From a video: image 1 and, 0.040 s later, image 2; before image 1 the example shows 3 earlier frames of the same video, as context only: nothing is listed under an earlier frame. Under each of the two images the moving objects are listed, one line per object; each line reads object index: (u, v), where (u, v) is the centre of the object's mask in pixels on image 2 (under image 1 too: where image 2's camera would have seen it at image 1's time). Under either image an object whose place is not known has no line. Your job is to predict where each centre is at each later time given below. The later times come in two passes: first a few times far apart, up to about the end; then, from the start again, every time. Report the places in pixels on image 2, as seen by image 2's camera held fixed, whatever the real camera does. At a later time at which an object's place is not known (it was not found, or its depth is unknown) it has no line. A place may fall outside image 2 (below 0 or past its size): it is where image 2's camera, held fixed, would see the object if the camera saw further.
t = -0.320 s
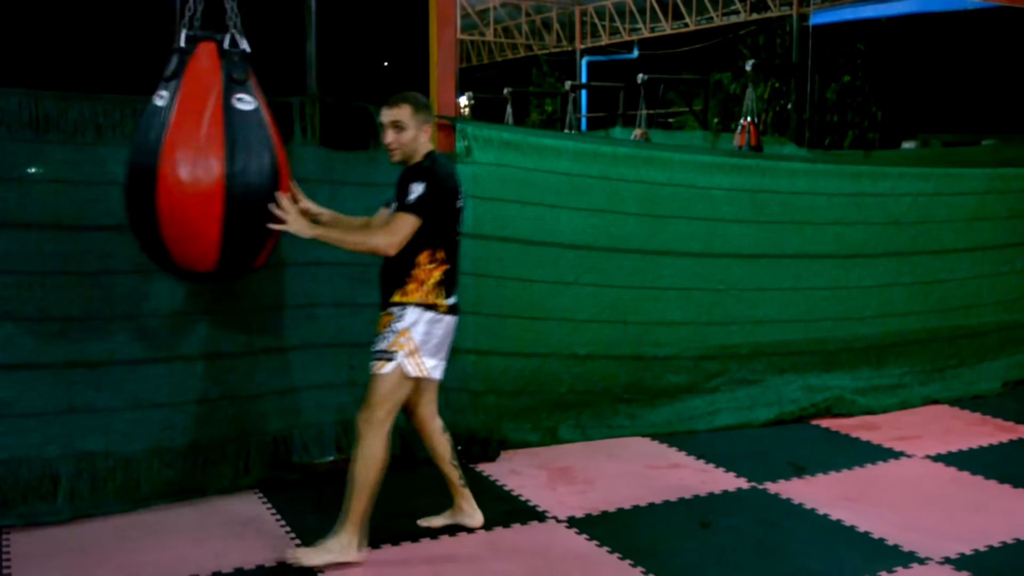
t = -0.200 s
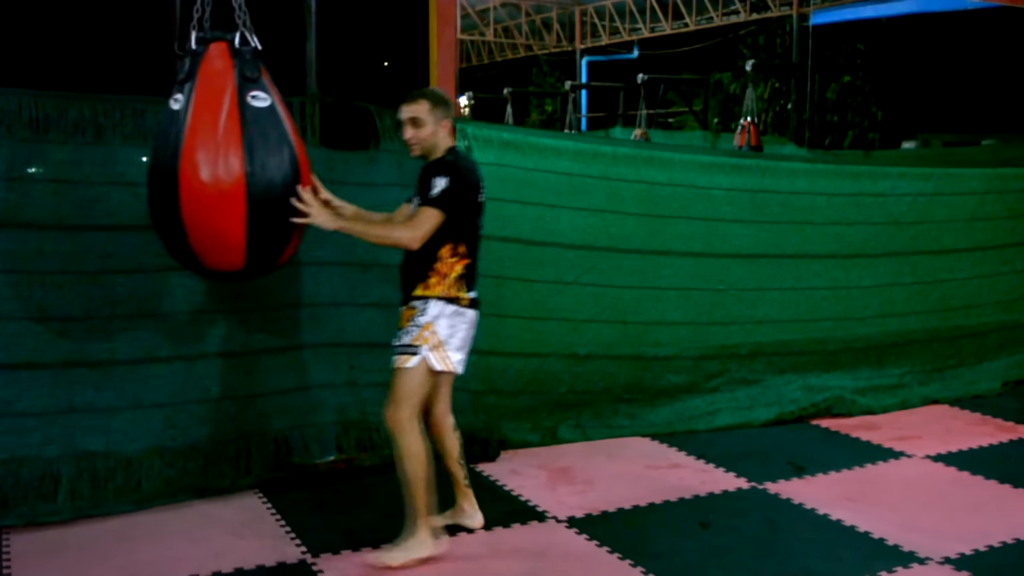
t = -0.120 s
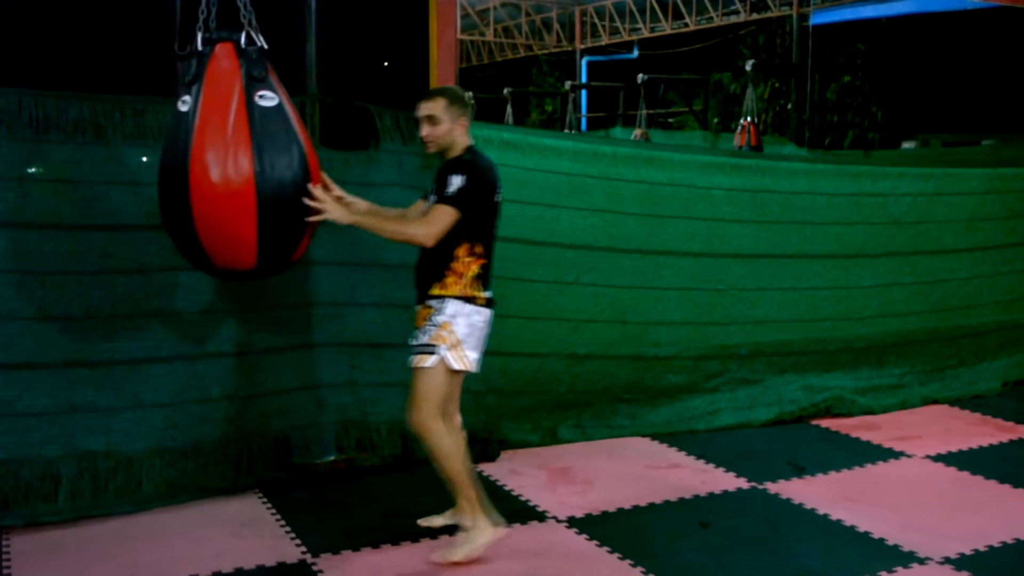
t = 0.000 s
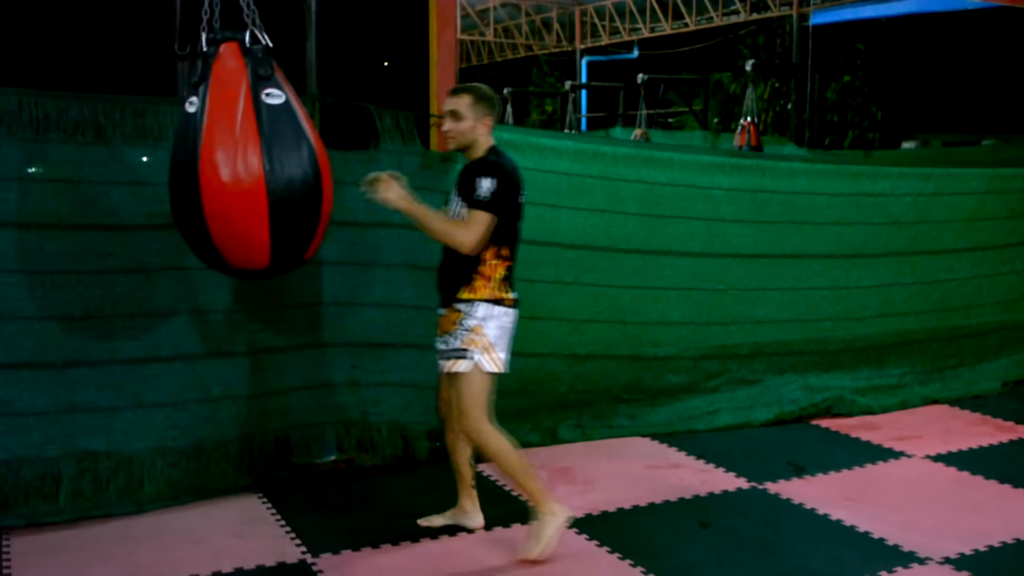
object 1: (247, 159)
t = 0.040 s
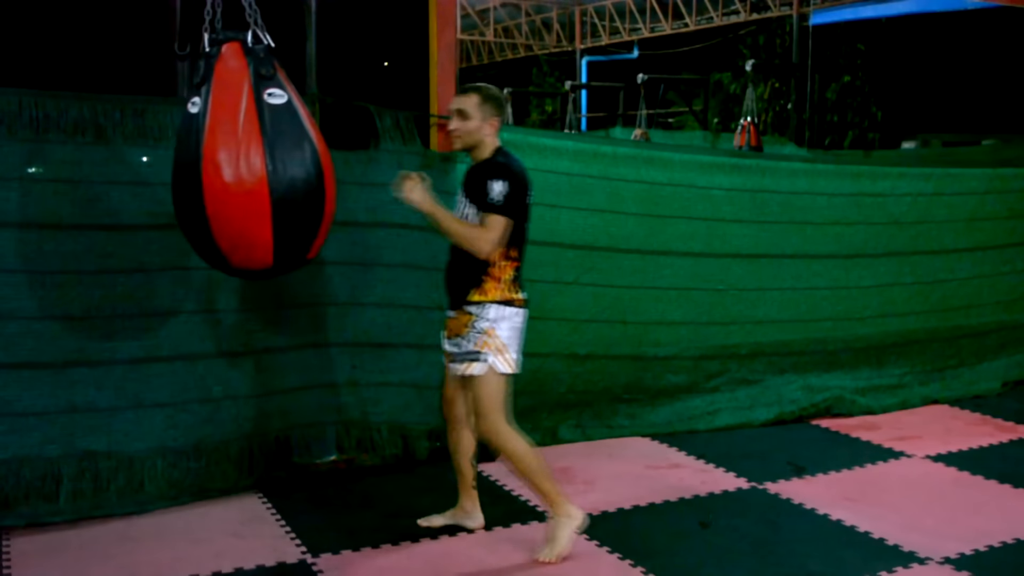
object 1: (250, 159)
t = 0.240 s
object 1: (255, 159)
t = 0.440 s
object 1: (247, 160)
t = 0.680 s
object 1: (224, 162)
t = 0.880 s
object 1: (202, 161)
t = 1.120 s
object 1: (184, 160)
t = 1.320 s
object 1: (184, 160)
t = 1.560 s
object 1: (201, 162)
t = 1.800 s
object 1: (227, 163)
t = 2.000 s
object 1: (246, 162)
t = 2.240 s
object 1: (255, 161)
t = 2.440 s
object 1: (249, 162)
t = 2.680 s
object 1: (227, 164)
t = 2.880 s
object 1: (204, 164)
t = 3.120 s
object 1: (186, 162)
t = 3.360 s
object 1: (186, 162)
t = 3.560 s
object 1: (200, 163)
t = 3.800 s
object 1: (226, 163)
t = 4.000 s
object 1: (246, 162)
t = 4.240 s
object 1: (256, 162)
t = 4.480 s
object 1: (248, 162)
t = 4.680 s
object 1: (229, 164)
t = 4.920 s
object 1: (202, 164)
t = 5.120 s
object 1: (187, 162)
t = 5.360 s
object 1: (185, 162)
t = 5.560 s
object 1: (198, 162)
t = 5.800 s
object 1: (224, 163)
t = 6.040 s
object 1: (247, 162)
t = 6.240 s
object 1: (256, 161)
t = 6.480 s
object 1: (249, 162)
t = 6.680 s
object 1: (231, 163)
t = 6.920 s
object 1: (204, 163)
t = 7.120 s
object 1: (188, 162)
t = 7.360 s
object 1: (184, 161)
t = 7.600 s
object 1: (200, 162)
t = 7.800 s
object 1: (222, 163)
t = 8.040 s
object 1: (246, 162)
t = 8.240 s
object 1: (256, 161)
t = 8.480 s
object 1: (250, 162)
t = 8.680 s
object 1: (233, 163)
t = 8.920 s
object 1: (206, 163)
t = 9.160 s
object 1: (186, 161)
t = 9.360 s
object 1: (184, 161)
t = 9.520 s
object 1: (192, 162)
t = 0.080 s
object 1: (252, 159)
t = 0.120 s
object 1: (253, 159)
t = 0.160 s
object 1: (254, 158)
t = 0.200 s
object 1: (255, 159)
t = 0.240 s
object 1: (255, 159)
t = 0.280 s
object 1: (254, 159)
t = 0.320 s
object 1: (253, 159)
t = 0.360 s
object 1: (251, 159)
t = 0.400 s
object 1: (249, 160)
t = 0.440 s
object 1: (247, 160)
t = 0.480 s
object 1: (244, 160)
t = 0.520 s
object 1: (240, 160)
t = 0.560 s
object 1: (236, 160)
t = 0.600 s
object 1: (233, 161)
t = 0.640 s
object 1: (228, 162)
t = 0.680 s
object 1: (224, 162)
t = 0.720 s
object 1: (220, 161)
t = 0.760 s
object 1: (215, 162)
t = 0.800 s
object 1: (211, 162)
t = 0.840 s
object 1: (206, 161)
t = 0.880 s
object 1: (202, 161)
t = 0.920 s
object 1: (198, 161)
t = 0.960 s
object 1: (194, 161)
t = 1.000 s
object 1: (191, 161)
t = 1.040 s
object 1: (188, 160)
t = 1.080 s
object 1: (186, 160)
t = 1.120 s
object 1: (184, 160)
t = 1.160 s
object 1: (183, 159)
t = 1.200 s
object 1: (183, 159)
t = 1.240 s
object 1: (183, 159)
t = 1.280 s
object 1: (183, 160)
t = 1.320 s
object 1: (184, 160)
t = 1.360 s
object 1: (186, 160)
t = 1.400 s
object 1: (188, 160)
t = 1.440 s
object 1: (190, 161)
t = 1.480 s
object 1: (193, 161)
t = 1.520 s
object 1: (197, 162)
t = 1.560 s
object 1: (201, 162)
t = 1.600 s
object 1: (205, 163)
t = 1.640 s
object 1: (209, 163)
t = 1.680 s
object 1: (213, 163)
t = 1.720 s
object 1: (218, 163)
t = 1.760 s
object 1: (222, 163)
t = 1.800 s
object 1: (227, 163)
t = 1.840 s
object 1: (231, 163)
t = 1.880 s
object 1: (236, 163)
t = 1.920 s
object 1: (240, 163)
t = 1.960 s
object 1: (243, 162)
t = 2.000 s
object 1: (246, 162)
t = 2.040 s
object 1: (249, 162)
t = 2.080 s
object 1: (251, 162)
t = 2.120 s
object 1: (253, 162)
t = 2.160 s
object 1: (254, 161)
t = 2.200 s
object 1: (255, 161)
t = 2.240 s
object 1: (255, 161)
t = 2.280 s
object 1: (255, 162)
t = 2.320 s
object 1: (255, 162)
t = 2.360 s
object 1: (253, 162)
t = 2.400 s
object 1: (252, 162)
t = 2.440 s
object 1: (249, 162)
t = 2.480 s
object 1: (247, 163)
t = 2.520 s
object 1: (243, 163)
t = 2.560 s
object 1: (239, 163)
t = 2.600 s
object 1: (236, 164)
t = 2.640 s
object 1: (231, 164)
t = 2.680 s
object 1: (227, 164)
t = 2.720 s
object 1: (222, 164)
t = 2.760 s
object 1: (218, 164)
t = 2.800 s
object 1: (213, 164)
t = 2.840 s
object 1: (209, 164)
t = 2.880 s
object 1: (204, 164)
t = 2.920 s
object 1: (200, 163)
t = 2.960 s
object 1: (197, 163)
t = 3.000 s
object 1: (193, 163)
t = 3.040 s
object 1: (190, 163)
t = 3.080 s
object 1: (188, 162)
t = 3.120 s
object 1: (186, 162)
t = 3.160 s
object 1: (184, 162)
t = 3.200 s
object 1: (183, 162)
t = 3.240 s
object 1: (183, 162)
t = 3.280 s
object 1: (183, 162)
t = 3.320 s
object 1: (184, 162)
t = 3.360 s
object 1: (186, 162)
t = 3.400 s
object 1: (187, 162)
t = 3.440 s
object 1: (190, 162)
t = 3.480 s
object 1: (193, 162)
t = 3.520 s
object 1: (196, 163)
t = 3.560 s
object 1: (200, 163)
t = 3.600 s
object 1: (204, 163)
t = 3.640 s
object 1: (208, 163)
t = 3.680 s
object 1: (212, 163)
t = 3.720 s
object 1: (217, 164)
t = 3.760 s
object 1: (221, 163)
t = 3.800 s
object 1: (226, 163)
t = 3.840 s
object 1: (230, 163)
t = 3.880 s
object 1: (235, 163)
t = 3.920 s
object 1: (239, 163)
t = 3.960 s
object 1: (243, 163)
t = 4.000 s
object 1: (246, 162)
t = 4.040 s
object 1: (249, 162)
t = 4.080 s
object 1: (251, 162)
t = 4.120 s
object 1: (253, 162)
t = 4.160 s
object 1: (255, 162)
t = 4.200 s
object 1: (256, 162)
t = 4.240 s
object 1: (256, 162)
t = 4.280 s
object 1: (256, 162)
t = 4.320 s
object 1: (256, 162)
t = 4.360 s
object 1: (255, 162)
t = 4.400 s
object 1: (253, 162)
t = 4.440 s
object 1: (251, 162)
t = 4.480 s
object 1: (248, 162)
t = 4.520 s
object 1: (245, 163)
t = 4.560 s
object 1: (242, 163)
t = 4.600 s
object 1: (238, 163)
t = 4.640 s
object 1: (234, 163)
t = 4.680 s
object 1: (229, 164)
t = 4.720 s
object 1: (225, 164)
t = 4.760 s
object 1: (220, 164)
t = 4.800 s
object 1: (215, 164)
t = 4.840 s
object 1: (211, 164)
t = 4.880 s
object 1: (206, 164)
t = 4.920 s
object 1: (202, 164)
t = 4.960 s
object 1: (199, 163)
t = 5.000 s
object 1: (195, 163)
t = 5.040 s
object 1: (192, 163)
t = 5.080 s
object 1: (189, 162)
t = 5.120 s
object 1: (187, 162)
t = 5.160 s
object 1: (185, 162)
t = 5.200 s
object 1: (184, 162)
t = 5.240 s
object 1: (183, 161)
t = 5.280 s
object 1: (183, 161)
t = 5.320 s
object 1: (184, 161)
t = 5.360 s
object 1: (185, 162)
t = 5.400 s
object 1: (186, 162)
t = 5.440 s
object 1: (189, 162)
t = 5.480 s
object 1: (191, 162)
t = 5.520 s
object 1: (194, 162)
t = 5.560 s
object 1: (198, 162)
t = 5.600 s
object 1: (202, 163)
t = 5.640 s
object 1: (206, 163)
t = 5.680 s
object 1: (210, 163)
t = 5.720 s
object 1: (215, 163)
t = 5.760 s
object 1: (219, 163)
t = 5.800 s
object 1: (224, 163)
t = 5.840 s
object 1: (228, 163)
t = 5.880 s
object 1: (233, 163)
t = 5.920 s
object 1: (237, 163)
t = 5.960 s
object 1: (240, 162)
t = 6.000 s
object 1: (244, 162)
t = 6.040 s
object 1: (247, 162)
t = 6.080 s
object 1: (250, 162)
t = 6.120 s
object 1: (252, 161)
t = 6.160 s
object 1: (254, 161)
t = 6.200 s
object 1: (255, 161)
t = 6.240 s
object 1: (256, 161)
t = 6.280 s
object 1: (256, 161)
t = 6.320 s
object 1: (256, 161)
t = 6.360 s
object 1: (255, 161)
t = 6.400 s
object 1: (254, 161)
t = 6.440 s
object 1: (252, 162)
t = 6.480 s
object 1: (249, 162)
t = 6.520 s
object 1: (246, 162)
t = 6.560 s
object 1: (243, 163)
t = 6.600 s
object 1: (239, 163)
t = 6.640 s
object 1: (235, 163)
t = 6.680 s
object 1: (231, 163)
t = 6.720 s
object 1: (227, 163)
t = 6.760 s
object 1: (222, 164)
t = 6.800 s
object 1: (218, 164)
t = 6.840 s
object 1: (213, 163)
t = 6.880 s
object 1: (208, 163)
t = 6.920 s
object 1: (204, 163)
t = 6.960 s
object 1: (200, 163)
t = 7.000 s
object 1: (196, 163)
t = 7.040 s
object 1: (193, 162)
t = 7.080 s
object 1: (190, 162)
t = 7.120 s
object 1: (188, 162)
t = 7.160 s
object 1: (186, 161)
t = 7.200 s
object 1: (184, 161)
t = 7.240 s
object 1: (184, 161)
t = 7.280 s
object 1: (183, 161)
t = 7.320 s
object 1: (184, 161)
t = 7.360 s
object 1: (184, 161)
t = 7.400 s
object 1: (186, 161)
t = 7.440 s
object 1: (188, 161)
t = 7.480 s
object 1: (190, 162)
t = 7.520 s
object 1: (193, 162)
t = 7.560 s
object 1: (196, 162)
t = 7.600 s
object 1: (200, 162)
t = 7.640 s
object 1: (204, 163)
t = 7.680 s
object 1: (208, 163)
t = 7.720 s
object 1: (213, 163)
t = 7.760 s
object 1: (217, 163)
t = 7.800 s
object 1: (222, 163)
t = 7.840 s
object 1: (226, 163)
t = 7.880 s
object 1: (230, 163)
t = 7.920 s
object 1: (235, 163)
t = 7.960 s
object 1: (239, 162)
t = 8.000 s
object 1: (243, 162)
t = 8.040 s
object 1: (246, 162)
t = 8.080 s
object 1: (249, 161)
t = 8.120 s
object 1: (251, 161)
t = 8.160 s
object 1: (253, 161)
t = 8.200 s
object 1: (255, 161)
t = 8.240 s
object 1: (256, 161)
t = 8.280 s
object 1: (256, 161)
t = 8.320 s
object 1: (256, 161)
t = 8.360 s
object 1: (255, 161)
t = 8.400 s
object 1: (254, 161)
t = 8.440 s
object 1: (252, 162)
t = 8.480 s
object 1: (250, 162)
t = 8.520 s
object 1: (247, 162)
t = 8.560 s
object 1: (244, 162)
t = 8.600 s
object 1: (241, 162)
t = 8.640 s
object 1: (237, 163)
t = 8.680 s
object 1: (233, 163)
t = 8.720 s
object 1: (228, 163)
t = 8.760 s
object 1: (224, 163)
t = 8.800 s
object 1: (219, 163)
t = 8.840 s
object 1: (215, 163)
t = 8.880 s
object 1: (210, 163)
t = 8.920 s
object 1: (206, 163)
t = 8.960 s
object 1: (202, 163)
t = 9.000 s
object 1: (198, 162)
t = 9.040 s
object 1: (194, 162)
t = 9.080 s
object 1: (191, 162)
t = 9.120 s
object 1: (188, 161)
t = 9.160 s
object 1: (186, 161)
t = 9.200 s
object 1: (185, 161)
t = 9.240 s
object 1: (184, 161)
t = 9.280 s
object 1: (183, 161)
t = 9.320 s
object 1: (183, 161)
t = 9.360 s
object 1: (184, 161)
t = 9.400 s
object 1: (185, 161)
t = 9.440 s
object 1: (187, 161)
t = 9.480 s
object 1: (189, 161)
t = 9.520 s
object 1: (192, 162)
